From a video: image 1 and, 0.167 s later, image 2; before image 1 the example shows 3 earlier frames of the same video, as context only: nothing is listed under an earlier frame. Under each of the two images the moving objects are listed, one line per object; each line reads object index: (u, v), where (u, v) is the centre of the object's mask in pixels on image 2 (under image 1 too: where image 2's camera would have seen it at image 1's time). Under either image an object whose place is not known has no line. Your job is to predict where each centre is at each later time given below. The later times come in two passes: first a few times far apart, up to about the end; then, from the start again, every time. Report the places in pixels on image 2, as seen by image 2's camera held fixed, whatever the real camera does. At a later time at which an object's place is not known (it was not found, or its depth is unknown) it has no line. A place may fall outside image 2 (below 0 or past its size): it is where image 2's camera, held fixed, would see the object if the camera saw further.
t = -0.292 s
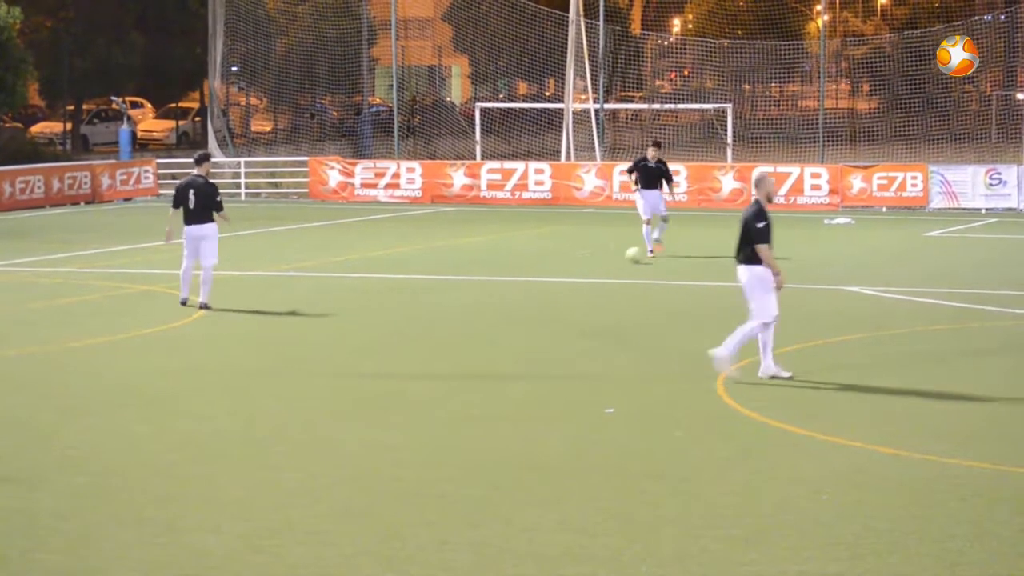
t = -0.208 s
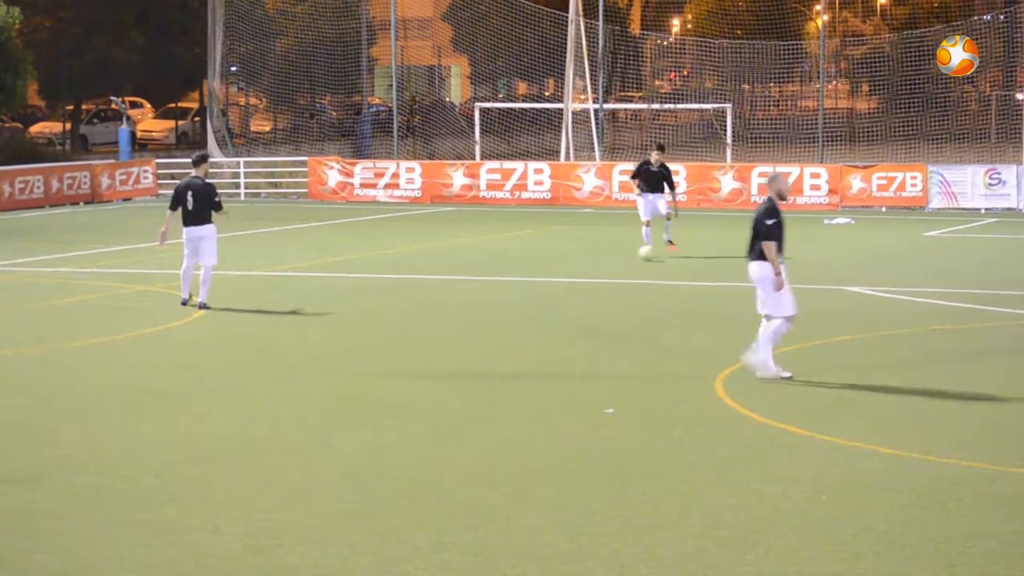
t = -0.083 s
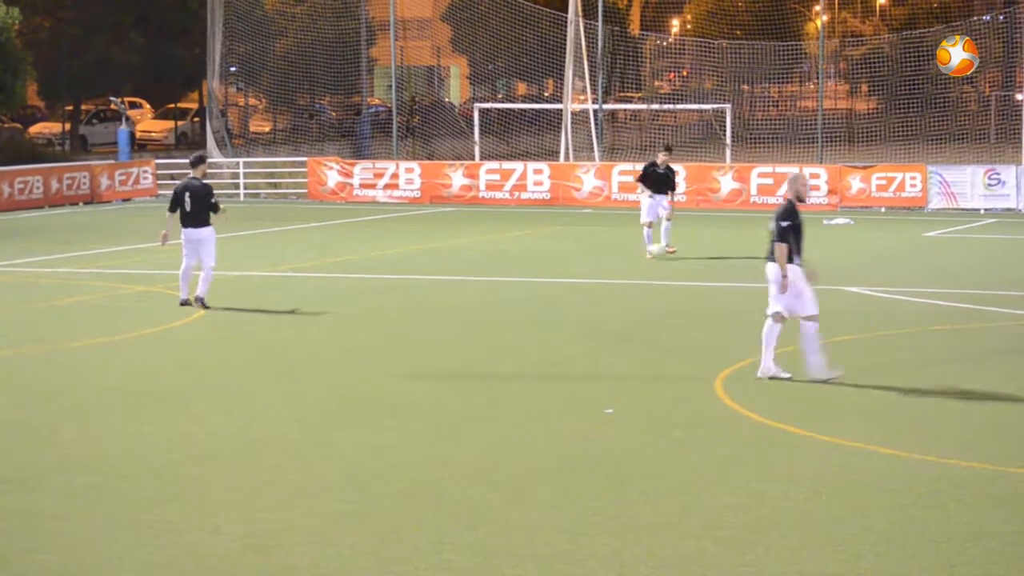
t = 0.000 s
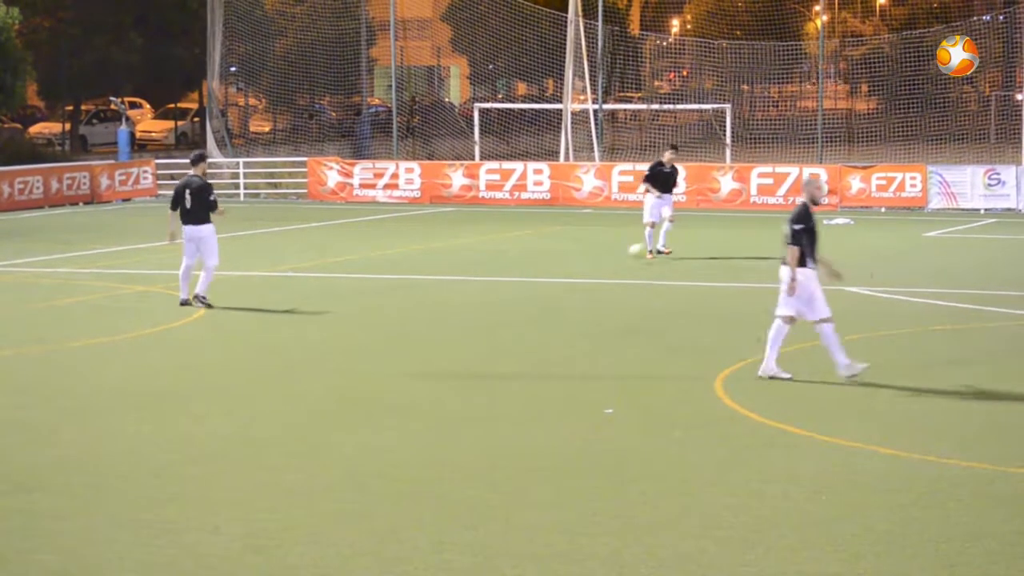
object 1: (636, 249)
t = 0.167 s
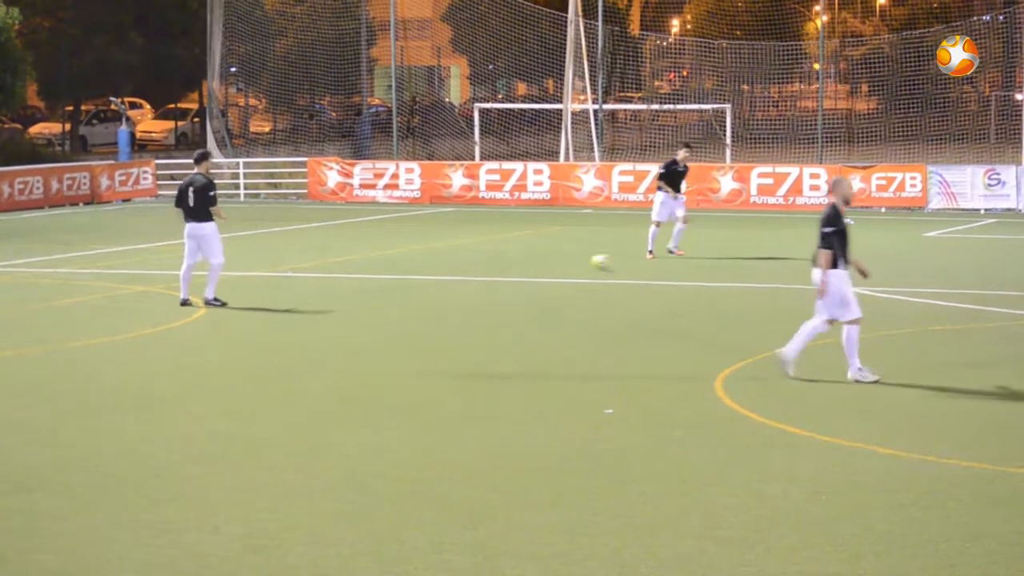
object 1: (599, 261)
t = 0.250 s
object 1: (582, 260)
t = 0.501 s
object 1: (536, 268)
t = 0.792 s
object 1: (487, 282)
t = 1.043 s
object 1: (454, 288)
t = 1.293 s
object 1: (423, 293)
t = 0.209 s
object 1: (591, 261)
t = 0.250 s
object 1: (582, 260)
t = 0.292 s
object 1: (575, 261)
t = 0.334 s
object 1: (566, 264)
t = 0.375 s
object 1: (557, 269)
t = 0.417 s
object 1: (550, 269)
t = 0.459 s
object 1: (543, 268)
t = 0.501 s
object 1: (536, 268)
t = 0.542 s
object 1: (529, 270)
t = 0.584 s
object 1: (523, 272)
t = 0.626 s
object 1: (515, 276)
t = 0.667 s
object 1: (509, 278)
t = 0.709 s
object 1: (497, 278)
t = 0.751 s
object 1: (493, 279)
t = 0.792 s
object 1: (487, 282)
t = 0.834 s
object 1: (481, 283)
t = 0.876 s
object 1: (477, 283)
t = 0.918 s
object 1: (472, 283)
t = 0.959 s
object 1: (465, 285)
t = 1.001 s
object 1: (460, 288)
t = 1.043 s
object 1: (454, 288)
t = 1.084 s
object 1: (449, 288)
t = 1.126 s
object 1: (444, 289)
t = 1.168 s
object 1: (439, 291)
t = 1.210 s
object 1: (433, 292)
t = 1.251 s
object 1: (428, 292)
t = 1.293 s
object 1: (423, 293)
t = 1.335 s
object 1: (418, 294)
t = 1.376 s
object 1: (412, 297)
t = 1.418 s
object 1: (406, 298)
